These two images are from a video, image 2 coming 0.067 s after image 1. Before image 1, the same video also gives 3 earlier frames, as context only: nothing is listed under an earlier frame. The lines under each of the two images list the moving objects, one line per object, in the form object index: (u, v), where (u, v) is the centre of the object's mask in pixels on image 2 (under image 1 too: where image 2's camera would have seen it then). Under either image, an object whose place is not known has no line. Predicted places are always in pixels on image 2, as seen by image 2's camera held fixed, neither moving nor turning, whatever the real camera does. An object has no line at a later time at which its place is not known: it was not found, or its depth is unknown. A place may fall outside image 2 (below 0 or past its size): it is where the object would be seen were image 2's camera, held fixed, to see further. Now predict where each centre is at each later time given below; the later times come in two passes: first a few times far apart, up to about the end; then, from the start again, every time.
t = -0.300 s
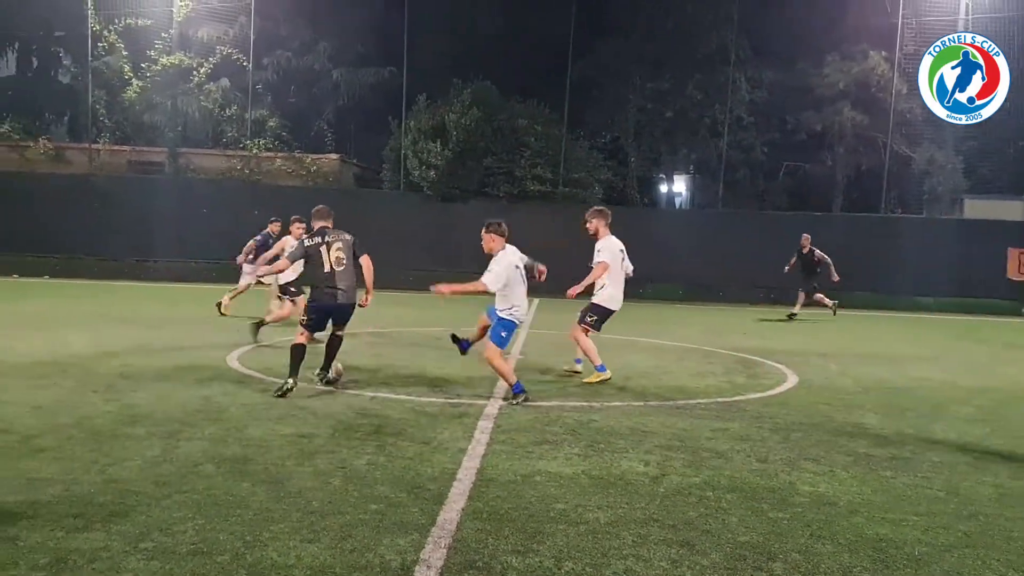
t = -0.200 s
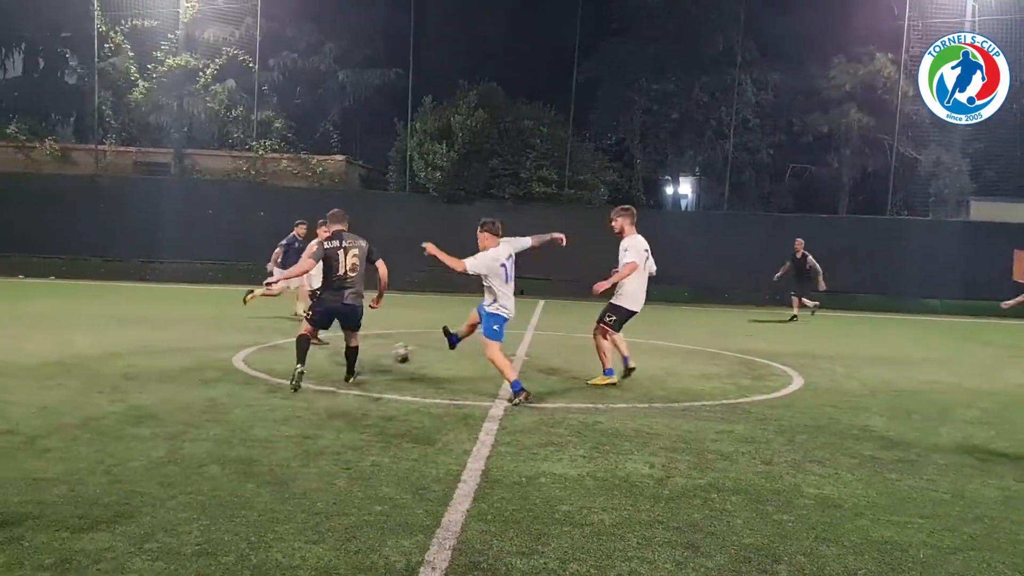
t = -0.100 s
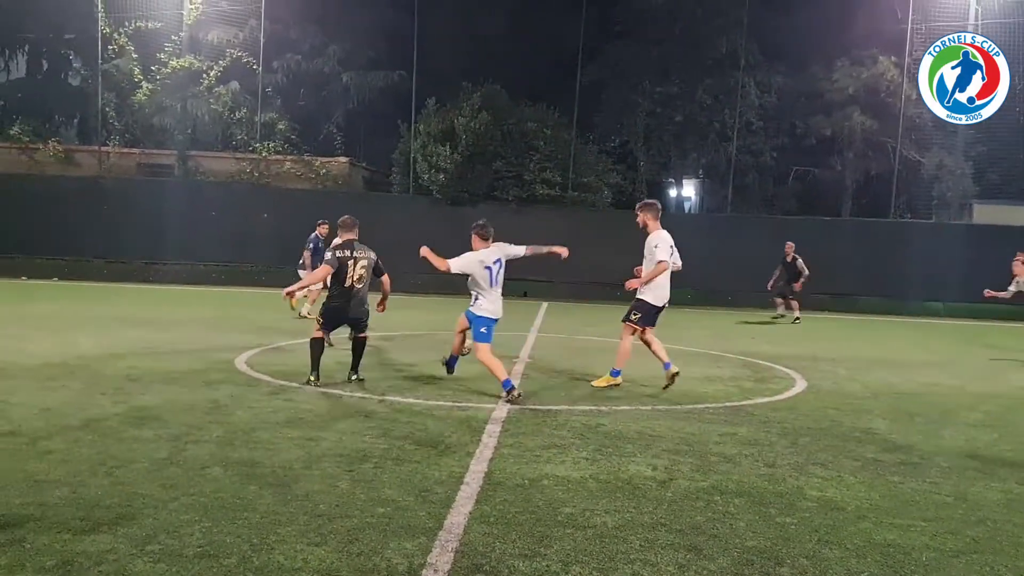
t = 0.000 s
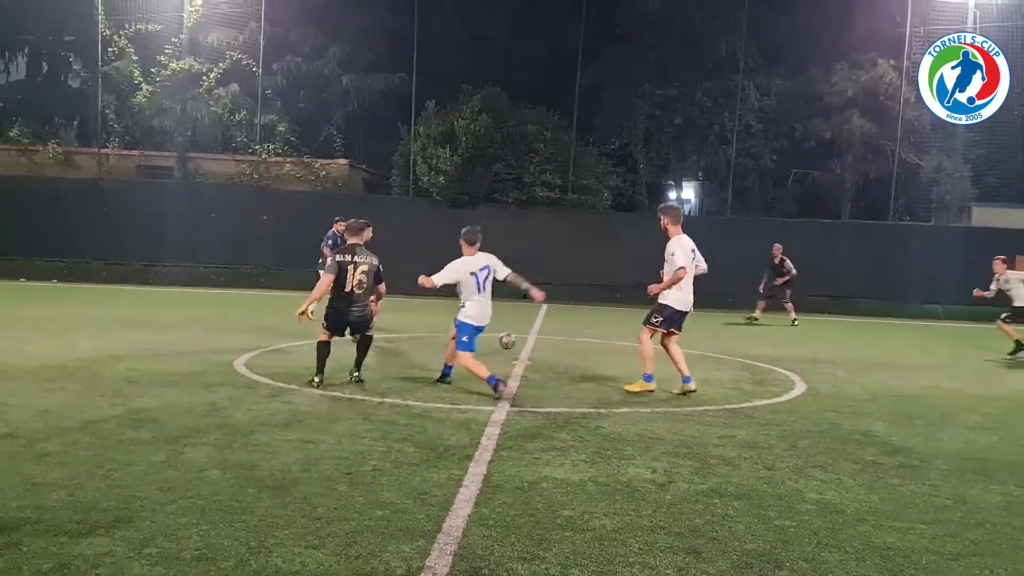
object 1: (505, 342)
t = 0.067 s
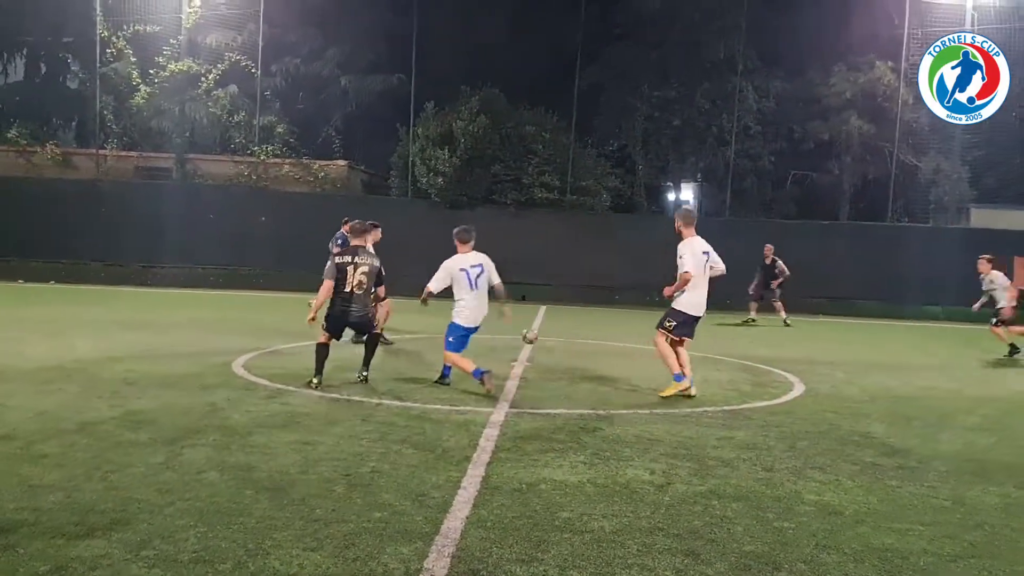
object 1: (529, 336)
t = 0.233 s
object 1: (579, 328)
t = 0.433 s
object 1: (624, 324)
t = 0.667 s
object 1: (660, 318)
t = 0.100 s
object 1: (541, 335)
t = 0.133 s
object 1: (552, 335)
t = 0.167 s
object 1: (562, 336)
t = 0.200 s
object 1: (571, 332)
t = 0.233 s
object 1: (579, 328)
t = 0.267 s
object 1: (588, 325)
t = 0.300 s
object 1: (595, 323)
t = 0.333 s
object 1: (603, 322)
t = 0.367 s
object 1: (610, 322)
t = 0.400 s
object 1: (618, 323)
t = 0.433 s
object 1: (624, 324)
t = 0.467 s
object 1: (630, 324)
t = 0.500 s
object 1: (636, 322)
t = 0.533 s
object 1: (641, 320)
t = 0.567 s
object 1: (646, 318)
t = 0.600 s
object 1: (651, 318)
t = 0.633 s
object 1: (656, 317)
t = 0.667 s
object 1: (660, 318)
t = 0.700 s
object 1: (665, 319)
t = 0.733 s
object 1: (668, 317)
